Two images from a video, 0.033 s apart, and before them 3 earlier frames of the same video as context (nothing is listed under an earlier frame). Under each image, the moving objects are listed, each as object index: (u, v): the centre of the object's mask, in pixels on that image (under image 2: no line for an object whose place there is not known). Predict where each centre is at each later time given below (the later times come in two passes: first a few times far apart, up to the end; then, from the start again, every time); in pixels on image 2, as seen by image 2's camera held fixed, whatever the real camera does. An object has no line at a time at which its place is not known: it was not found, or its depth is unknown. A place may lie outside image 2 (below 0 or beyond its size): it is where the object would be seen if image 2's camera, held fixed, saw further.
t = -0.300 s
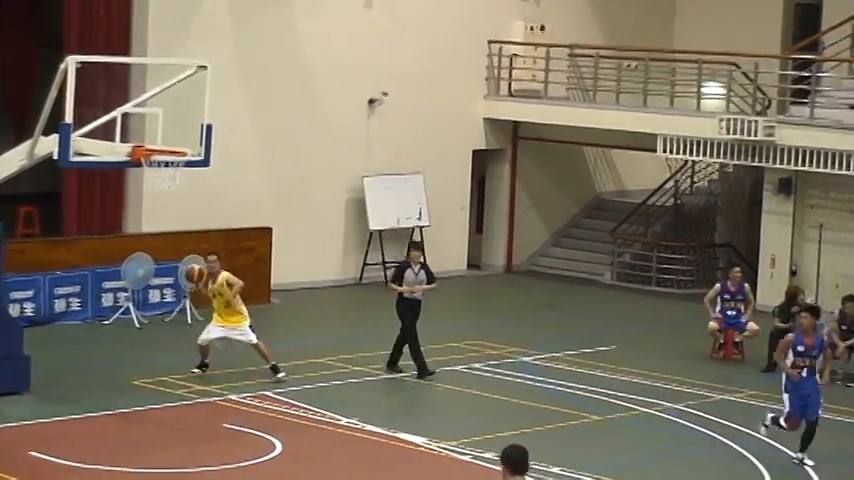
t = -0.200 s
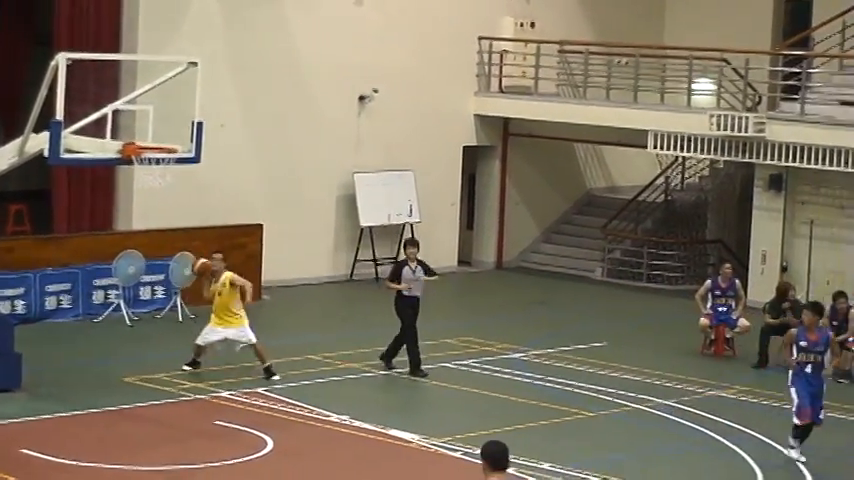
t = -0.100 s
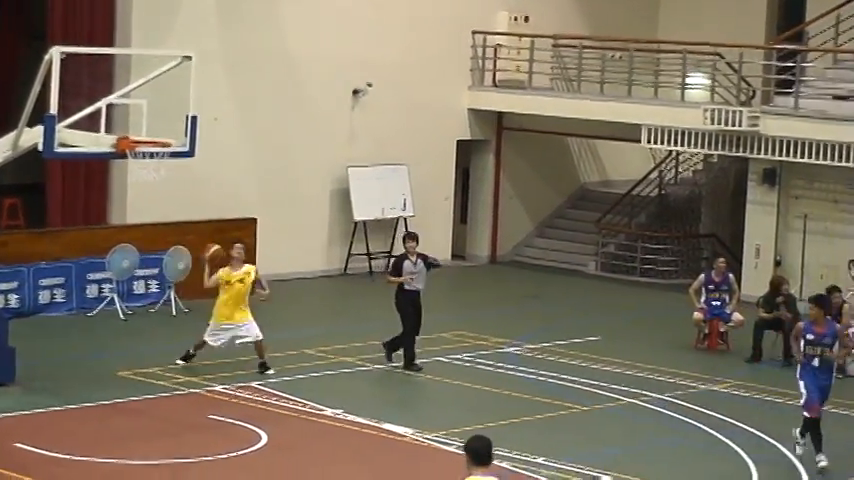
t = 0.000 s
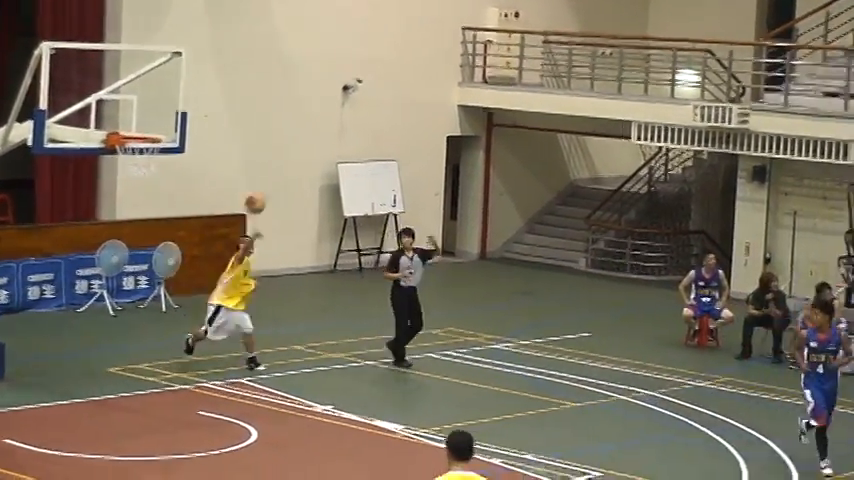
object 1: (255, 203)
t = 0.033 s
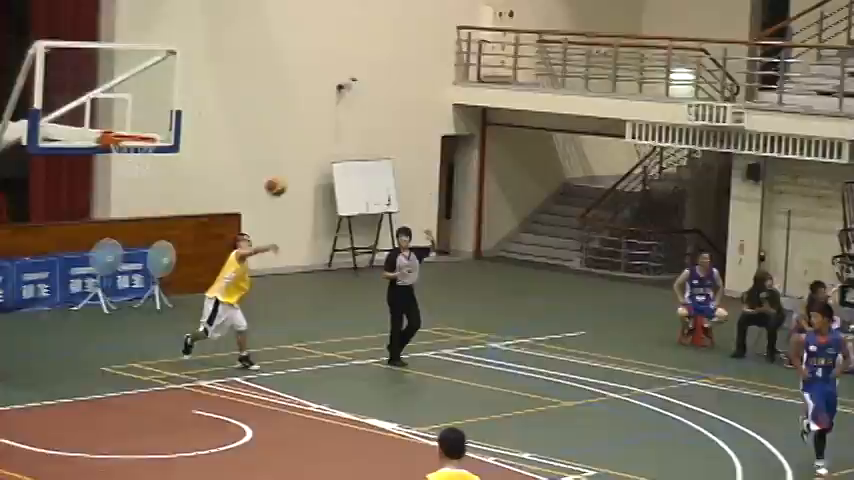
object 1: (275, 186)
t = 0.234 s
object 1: (446, 96)
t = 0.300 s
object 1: (507, 72)
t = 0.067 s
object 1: (303, 171)
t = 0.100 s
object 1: (330, 155)
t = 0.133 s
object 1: (359, 141)
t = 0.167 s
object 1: (388, 125)
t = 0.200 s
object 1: (416, 110)
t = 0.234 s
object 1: (446, 96)
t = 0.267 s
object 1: (475, 84)
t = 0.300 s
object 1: (507, 72)
